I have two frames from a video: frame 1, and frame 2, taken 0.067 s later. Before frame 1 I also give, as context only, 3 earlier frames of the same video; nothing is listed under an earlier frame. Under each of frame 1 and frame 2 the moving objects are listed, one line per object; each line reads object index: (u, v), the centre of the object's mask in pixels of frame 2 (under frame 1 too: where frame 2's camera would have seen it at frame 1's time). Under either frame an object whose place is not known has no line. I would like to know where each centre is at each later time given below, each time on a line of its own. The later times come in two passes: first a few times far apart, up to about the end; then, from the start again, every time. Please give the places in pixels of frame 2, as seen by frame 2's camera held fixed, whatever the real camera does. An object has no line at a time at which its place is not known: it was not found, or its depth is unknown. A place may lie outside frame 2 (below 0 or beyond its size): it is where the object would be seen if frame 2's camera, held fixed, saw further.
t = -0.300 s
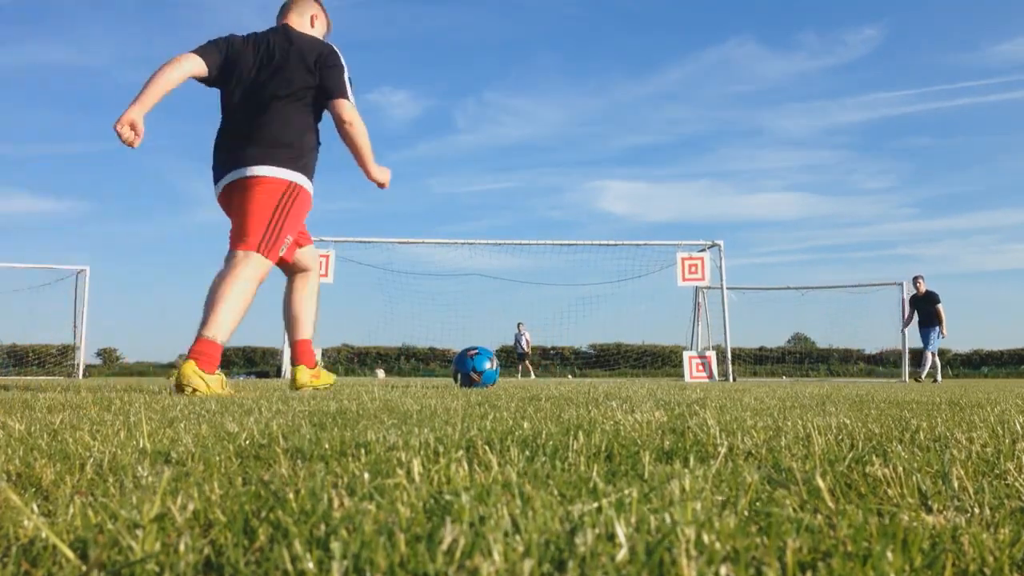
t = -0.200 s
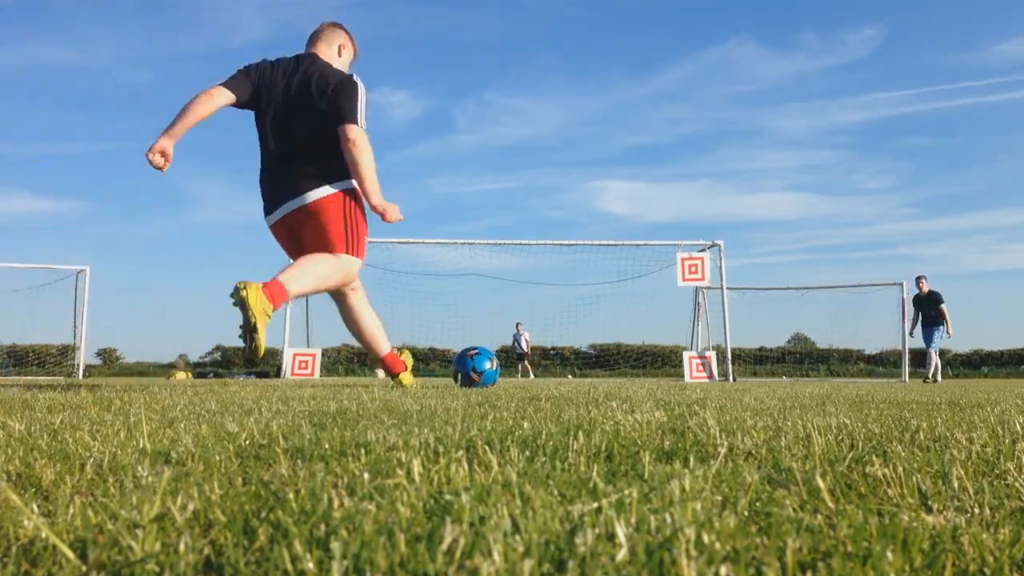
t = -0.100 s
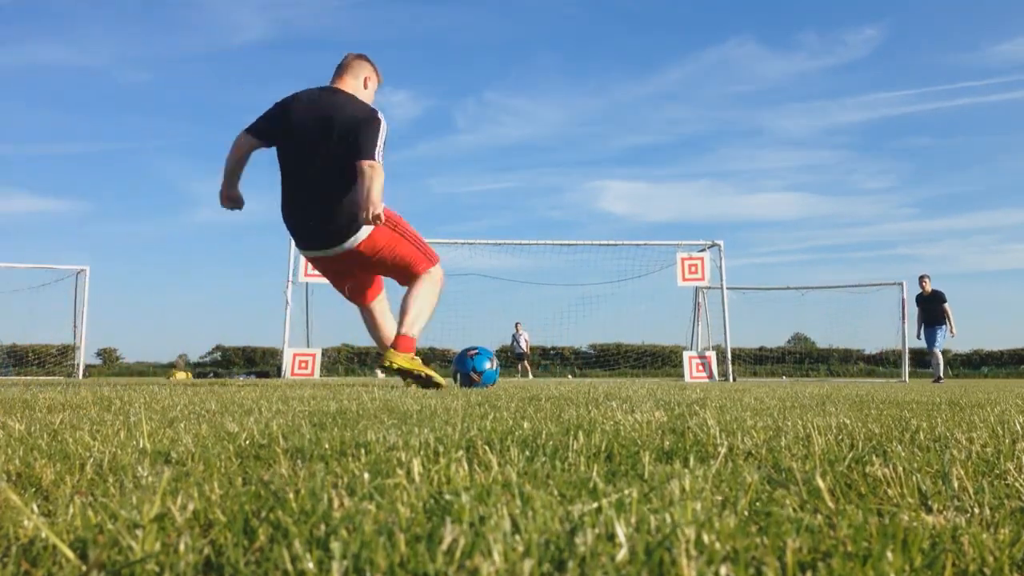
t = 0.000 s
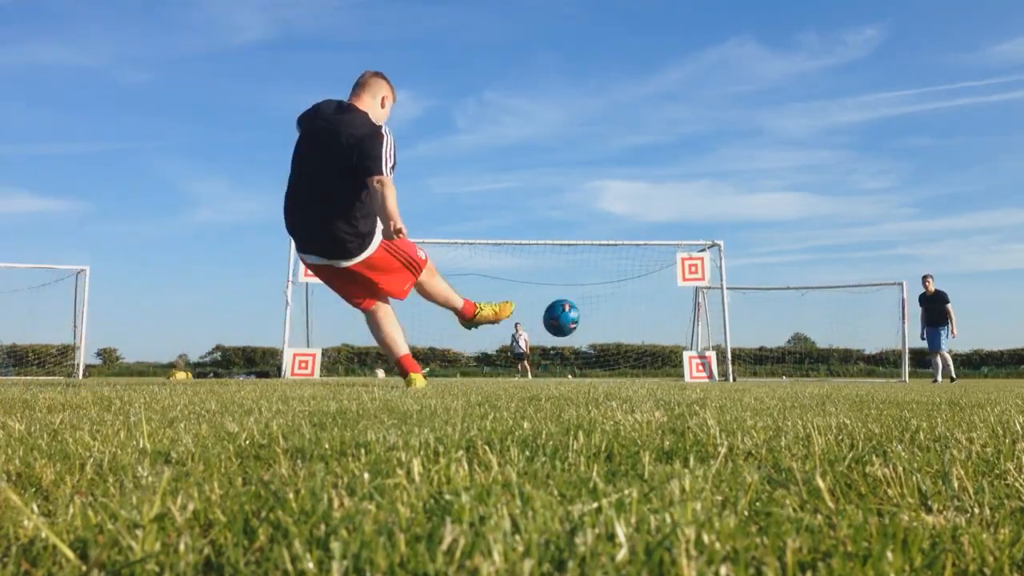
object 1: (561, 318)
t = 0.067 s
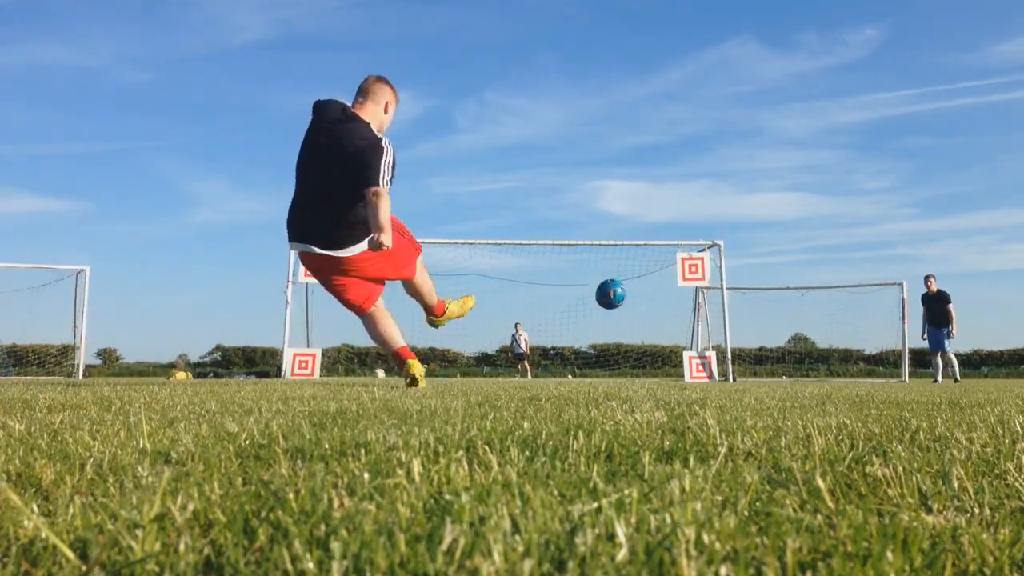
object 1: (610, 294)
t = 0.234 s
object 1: (670, 282)
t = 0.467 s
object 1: (699, 314)
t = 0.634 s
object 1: (706, 348)
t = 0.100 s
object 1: (627, 287)
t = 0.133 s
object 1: (641, 283)
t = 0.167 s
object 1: (653, 281)
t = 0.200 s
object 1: (662, 281)
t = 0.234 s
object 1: (670, 282)
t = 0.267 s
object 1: (676, 284)
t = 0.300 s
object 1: (682, 288)
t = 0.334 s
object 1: (687, 292)
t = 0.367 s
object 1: (690, 297)
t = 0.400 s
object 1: (694, 302)
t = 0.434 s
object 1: (697, 308)
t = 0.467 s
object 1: (699, 314)
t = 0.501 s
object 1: (702, 321)
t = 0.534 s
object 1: (704, 328)
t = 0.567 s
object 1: (706, 335)
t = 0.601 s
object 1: (707, 343)
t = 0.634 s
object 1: (706, 348)
